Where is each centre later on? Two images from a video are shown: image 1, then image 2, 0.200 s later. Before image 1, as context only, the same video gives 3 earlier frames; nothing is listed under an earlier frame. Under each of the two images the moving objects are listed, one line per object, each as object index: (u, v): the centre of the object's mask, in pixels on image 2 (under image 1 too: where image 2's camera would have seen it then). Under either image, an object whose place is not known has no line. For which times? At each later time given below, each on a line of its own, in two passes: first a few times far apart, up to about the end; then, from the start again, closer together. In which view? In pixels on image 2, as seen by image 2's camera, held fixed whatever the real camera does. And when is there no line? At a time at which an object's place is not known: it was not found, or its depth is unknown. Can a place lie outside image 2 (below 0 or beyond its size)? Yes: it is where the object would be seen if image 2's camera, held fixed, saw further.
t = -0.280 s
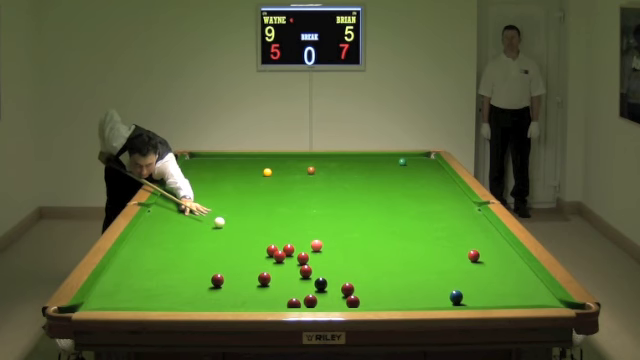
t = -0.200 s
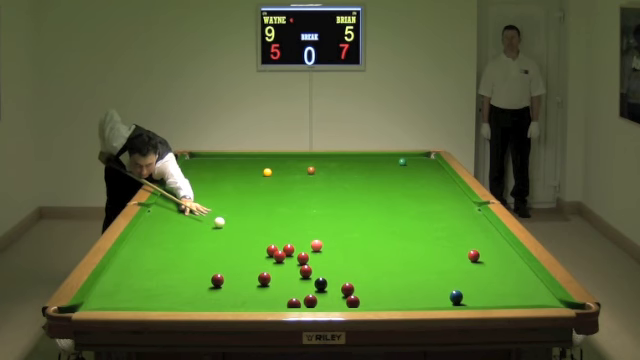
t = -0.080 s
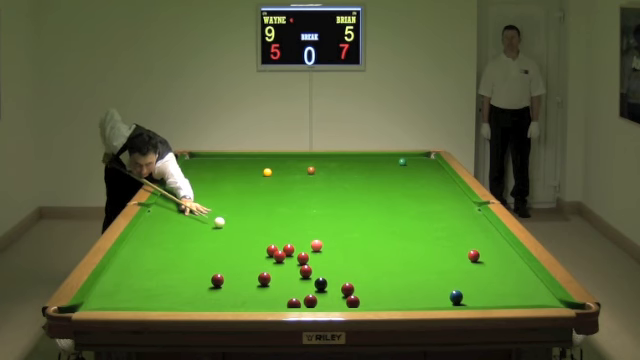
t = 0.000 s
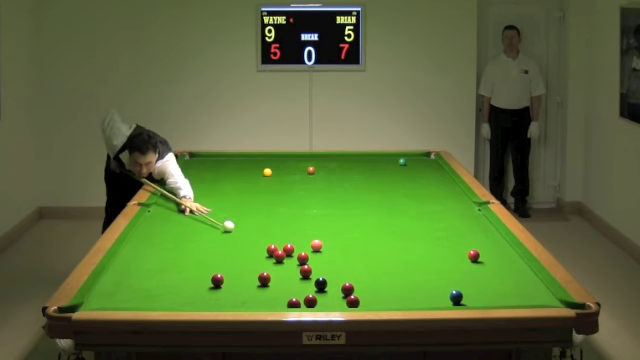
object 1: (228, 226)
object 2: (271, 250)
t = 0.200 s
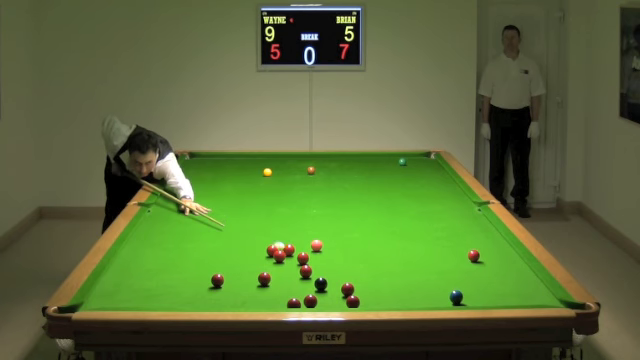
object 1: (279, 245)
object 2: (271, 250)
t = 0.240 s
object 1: (279, 246)
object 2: (268, 251)
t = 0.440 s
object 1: (279, 246)
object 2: (258, 257)
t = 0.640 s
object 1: (278, 247)
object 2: (247, 262)
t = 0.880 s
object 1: (278, 247)
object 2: (234, 267)
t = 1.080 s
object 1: (278, 247)
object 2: (224, 271)
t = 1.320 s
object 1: (278, 247)
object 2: (210, 276)
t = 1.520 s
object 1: (278, 247)
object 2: (200, 279)
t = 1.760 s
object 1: (278, 247)
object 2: (189, 280)
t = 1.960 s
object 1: (278, 247)
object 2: (180, 282)
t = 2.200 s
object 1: (278, 247)
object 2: (171, 283)
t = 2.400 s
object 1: (278, 247)
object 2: (164, 284)
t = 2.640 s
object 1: (278, 247)
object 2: (157, 285)
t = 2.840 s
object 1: (278, 247)
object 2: (152, 286)
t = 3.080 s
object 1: (278, 247)
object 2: (148, 286)
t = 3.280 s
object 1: (278, 247)
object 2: (145, 287)
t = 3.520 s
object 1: (278, 247)
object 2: (143, 287)
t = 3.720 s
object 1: (278, 247)
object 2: (143, 287)
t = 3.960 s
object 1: (278, 247)
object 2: (143, 287)
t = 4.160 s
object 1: (278, 247)
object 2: (143, 287)
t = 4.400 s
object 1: (278, 247)
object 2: (143, 287)
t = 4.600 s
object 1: (278, 247)
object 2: (143, 287)
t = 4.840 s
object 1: (278, 247)
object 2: (143, 287)
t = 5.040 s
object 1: (278, 247)
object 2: (143, 287)
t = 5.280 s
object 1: (278, 247)
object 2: (143, 287)
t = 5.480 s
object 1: (278, 247)
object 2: (143, 287)
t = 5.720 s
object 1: (278, 247)
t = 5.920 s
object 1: (278, 247)
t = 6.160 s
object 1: (278, 247)
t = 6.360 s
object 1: (278, 247)
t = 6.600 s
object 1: (278, 247)
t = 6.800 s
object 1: (278, 247)
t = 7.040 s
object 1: (278, 247)
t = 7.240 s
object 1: (278, 247)
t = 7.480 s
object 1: (278, 247)
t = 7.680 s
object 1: (278, 247)
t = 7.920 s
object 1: (278, 247)
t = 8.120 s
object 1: (278, 247)
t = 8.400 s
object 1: (280, 246)
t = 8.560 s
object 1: (278, 247)
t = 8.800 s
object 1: (278, 247)
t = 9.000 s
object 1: (278, 247)
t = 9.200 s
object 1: (278, 247)
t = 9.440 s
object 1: (278, 247)
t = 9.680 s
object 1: (278, 247)
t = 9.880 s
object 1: (278, 247)
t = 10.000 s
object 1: (278, 247)
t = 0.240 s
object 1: (279, 246)
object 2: (268, 251)
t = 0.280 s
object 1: (279, 246)
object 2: (267, 253)
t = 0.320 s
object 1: (279, 246)
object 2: (265, 254)
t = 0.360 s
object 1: (279, 246)
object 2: (262, 254)
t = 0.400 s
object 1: (278, 246)
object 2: (260, 256)
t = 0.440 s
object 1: (279, 246)
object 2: (258, 257)
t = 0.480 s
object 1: (278, 246)
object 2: (256, 258)
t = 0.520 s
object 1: (278, 246)
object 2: (254, 258)
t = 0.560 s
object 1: (278, 247)
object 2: (251, 259)
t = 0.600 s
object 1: (278, 247)
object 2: (249, 261)
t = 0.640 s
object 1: (278, 247)
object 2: (247, 262)
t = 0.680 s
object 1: (278, 247)
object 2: (245, 263)
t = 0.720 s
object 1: (278, 247)
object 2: (243, 264)
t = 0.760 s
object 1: (278, 247)
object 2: (241, 265)
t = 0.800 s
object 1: (278, 247)
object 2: (238, 266)
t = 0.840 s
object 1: (278, 247)
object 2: (236, 266)
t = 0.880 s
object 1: (278, 247)
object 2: (234, 267)
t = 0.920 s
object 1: (278, 247)
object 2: (232, 268)
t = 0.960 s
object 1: (278, 247)
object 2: (230, 269)
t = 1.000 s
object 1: (278, 247)
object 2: (228, 270)
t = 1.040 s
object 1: (278, 247)
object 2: (226, 271)
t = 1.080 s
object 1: (278, 247)
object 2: (224, 271)
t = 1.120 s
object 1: (278, 247)
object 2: (223, 272)
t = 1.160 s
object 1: (278, 247)
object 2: (220, 271)
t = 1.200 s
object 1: (278, 247)
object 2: (218, 272)
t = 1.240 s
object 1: (278, 247)
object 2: (214, 273)
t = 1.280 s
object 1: (278, 247)
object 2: (211, 274)
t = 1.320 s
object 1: (278, 247)
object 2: (210, 276)
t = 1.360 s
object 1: (278, 247)
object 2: (208, 277)
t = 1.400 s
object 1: (278, 247)
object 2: (207, 278)
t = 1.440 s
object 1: (278, 247)
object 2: (205, 278)
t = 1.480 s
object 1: (278, 247)
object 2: (202, 278)
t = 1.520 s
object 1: (278, 247)
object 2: (200, 279)
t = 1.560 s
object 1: (278, 247)
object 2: (198, 279)
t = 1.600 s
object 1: (278, 247)
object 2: (196, 279)
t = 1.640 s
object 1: (278, 247)
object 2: (194, 280)
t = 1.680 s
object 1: (278, 247)
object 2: (192, 280)
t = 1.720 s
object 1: (278, 247)
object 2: (191, 280)
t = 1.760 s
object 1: (278, 247)
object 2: (189, 280)
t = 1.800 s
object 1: (278, 247)
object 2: (187, 281)
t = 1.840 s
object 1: (278, 247)
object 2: (185, 281)
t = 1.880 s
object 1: (278, 247)
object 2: (183, 281)
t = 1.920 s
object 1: (278, 247)
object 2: (182, 282)
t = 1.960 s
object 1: (278, 247)
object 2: (180, 282)
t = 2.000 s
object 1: (278, 247)
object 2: (178, 282)
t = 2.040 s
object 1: (278, 247)
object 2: (177, 282)
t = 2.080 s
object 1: (278, 247)
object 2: (175, 282)
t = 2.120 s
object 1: (278, 247)
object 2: (174, 283)
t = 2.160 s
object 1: (278, 247)
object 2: (172, 283)
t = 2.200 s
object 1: (278, 247)
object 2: (171, 283)
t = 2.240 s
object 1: (278, 247)
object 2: (169, 283)
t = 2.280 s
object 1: (278, 247)
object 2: (168, 283)
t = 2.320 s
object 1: (278, 247)
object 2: (166, 284)
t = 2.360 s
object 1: (278, 247)
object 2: (165, 284)
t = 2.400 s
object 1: (278, 247)
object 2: (164, 284)
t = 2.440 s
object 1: (278, 247)
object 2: (163, 284)
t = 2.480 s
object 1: (278, 247)
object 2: (161, 284)
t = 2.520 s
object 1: (278, 247)
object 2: (160, 284)
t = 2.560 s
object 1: (278, 247)
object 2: (159, 285)
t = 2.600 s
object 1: (278, 247)
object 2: (158, 285)
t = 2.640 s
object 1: (278, 247)
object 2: (157, 285)
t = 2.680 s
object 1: (278, 247)
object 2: (156, 285)
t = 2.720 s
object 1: (278, 247)
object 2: (155, 285)
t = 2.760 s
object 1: (278, 247)
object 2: (154, 285)
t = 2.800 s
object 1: (278, 247)
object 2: (153, 286)
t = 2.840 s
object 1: (278, 247)
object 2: (152, 286)
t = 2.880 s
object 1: (278, 247)
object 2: (151, 286)
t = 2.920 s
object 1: (278, 247)
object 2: (150, 286)
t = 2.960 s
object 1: (278, 247)
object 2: (150, 286)
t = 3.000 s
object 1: (278, 247)
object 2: (149, 286)
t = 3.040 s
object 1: (278, 247)
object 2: (148, 286)
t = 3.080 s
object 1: (278, 247)
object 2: (148, 286)
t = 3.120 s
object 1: (278, 247)
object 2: (147, 286)
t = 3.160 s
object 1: (278, 247)
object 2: (147, 286)
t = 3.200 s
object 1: (278, 247)
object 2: (146, 286)
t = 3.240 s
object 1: (278, 247)
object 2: (146, 286)
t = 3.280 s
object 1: (278, 247)
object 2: (145, 287)
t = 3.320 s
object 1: (278, 247)
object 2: (145, 287)
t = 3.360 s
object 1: (278, 247)
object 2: (144, 287)
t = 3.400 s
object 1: (278, 247)
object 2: (144, 287)
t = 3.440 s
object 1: (278, 247)
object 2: (144, 287)
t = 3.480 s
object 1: (278, 247)
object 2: (143, 287)
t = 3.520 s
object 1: (278, 247)
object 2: (143, 287)
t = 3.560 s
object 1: (278, 247)
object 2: (143, 287)
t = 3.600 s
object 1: (278, 247)
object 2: (143, 287)
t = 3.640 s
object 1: (278, 247)
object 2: (143, 287)
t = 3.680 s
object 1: (278, 247)
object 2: (143, 287)
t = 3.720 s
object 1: (278, 247)
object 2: (143, 287)
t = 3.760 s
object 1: (278, 247)
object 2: (143, 287)
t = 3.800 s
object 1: (278, 247)
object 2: (143, 287)
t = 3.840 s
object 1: (278, 247)
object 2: (143, 287)
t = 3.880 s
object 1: (278, 247)
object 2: (143, 287)
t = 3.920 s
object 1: (278, 247)
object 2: (143, 287)
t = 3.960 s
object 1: (278, 247)
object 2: (143, 287)
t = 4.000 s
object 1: (278, 247)
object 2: (143, 287)
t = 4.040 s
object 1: (278, 247)
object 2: (143, 287)
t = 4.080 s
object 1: (278, 247)
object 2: (143, 287)
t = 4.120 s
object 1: (278, 247)
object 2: (143, 287)
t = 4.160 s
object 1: (278, 247)
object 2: (143, 287)
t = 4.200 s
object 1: (278, 247)
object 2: (143, 287)
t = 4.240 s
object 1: (278, 247)
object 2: (143, 287)
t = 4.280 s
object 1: (278, 247)
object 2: (143, 287)
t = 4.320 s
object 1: (278, 247)
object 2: (143, 287)
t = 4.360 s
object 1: (278, 247)
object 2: (143, 287)
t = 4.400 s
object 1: (278, 247)
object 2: (143, 287)
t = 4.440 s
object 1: (278, 247)
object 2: (143, 287)
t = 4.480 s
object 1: (278, 247)
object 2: (143, 287)
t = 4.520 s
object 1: (278, 247)
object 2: (143, 287)
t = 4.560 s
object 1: (278, 247)
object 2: (143, 287)
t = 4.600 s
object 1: (278, 247)
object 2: (143, 287)
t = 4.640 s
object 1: (278, 247)
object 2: (143, 287)
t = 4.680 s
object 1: (278, 247)
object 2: (143, 287)
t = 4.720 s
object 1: (278, 247)
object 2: (143, 287)
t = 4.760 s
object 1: (278, 247)
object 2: (143, 287)
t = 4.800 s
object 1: (278, 247)
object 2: (143, 287)
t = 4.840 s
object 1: (278, 247)
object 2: (143, 287)
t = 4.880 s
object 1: (278, 247)
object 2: (143, 287)
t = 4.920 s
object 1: (278, 247)
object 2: (143, 287)
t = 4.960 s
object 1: (278, 247)
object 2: (143, 287)
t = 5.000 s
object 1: (278, 247)
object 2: (143, 287)
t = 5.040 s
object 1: (278, 247)
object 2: (143, 287)
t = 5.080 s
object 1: (278, 247)
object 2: (143, 287)
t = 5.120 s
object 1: (278, 247)
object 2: (143, 287)
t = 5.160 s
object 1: (278, 247)
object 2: (143, 287)
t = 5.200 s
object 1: (278, 247)
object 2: (143, 287)
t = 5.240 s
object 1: (278, 247)
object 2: (143, 287)
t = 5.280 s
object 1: (278, 247)
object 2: (143, 287)
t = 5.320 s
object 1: (278, 247)
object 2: (143, 287)
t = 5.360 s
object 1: (278, 247)
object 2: (143, 287)
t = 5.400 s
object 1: (278, 247)
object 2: (143, 287)
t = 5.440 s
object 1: (278, 247)
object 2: (143, 287)
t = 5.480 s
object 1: (278, 247)
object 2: (143, 287)
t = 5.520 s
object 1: (278, 247)
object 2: (143, 287)
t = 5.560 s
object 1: (278, 247)
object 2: (143, 287)
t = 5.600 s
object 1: (278, 247)
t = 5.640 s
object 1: (278, 247)
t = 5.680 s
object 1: (278, 247)
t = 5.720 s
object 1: (278, 247)
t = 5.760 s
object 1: (278, 247)
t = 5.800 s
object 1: (278, 247)
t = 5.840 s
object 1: (278, 247)
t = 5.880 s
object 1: (278, 247)
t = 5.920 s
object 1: (278, 247)
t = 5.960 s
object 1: (278, 247)
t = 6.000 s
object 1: (278, 247)
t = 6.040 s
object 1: (278, 247)
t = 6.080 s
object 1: (278, 247)
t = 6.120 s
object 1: (278, 247)
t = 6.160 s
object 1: (278, 247)
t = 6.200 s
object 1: (278, 247)
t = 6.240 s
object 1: (278, 247)
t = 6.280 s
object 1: (278, 247)
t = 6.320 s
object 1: (278, 247)
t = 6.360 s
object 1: (278, 247)
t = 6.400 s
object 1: (278, 247)
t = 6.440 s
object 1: (278, 247)
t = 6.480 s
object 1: (278, 247)
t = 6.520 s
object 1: (278, 247)
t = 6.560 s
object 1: (278, 247)
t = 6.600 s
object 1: (278, 247)
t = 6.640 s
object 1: (278, 247)
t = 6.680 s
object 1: (278, 247)
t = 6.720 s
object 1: (278, 247)
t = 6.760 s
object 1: (278, 247)
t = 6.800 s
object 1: (278, 247)
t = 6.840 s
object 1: (278, 247)
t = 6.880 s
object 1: (278, 247)
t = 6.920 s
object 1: (278, 247)
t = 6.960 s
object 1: (278, 247)
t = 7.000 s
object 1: (278, 247)
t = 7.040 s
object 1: (278, 247)
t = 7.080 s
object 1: (278, 247)
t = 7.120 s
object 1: (278, 247)
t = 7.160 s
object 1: (278, 247)
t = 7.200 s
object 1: (278, 247)
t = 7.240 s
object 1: (278, 247)
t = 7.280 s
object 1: (278, 247)
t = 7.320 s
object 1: (278, 247)
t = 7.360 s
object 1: (278, 247)
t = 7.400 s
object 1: (278, 247)
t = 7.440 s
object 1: (278, 247)
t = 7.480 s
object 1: (278, 247)
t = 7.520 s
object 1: (278, 247)
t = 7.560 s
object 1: (278, 247)
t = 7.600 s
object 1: (278, 247)
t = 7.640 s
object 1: (278, 247)
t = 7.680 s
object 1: (278, 247)
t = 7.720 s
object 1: (278, 247)
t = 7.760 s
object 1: (278, 247)
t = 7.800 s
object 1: (278, 247)
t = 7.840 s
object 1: (278, 247)
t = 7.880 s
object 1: (278, 247)
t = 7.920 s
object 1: (278, 247)
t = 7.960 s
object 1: (278, 247)
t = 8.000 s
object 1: (278, 247)
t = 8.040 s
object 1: (278, 247)
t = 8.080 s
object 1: (278, 247)
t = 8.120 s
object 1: (278, 247)
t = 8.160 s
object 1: (278, 247)
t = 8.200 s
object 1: (278, 247)
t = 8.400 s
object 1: (280, 246)
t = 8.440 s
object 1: (278, 247)
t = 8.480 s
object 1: (278, 247)
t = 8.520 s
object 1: (278, 247)
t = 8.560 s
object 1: (278, 247)
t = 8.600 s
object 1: (278, 247)
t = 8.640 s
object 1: (278, 247)
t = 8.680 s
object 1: (278, 247)
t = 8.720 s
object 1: (278, 247)
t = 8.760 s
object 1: (278, 247)
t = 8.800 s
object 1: (278, 247)
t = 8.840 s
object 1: (278, 247)
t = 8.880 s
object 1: (278, 247)
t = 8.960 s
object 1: (278, 247)
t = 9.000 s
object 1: (278, 247)
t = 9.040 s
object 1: (278, 247)
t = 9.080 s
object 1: (278, 247)
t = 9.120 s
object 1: (278, 247)
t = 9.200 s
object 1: (278, 247)
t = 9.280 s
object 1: (278, 247)
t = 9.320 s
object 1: (278, 247)
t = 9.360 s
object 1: (278, 247)
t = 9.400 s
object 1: (278, 247)
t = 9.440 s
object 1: (278, 247)
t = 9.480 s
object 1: (278, 247)
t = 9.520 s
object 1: (278, 247)
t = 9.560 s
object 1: (278, 247)
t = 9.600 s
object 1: (278, 247)
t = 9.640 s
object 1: (278, 247)
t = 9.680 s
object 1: (278, 247)
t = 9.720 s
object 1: (278, 247)
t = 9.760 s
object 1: (278, 247)
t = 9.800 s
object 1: (278, 247)
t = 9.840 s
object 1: (278, 247)
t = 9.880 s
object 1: (278, 247)
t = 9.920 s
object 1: (278, 247)
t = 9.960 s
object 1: (278, 247)
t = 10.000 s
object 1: (278, 247)
